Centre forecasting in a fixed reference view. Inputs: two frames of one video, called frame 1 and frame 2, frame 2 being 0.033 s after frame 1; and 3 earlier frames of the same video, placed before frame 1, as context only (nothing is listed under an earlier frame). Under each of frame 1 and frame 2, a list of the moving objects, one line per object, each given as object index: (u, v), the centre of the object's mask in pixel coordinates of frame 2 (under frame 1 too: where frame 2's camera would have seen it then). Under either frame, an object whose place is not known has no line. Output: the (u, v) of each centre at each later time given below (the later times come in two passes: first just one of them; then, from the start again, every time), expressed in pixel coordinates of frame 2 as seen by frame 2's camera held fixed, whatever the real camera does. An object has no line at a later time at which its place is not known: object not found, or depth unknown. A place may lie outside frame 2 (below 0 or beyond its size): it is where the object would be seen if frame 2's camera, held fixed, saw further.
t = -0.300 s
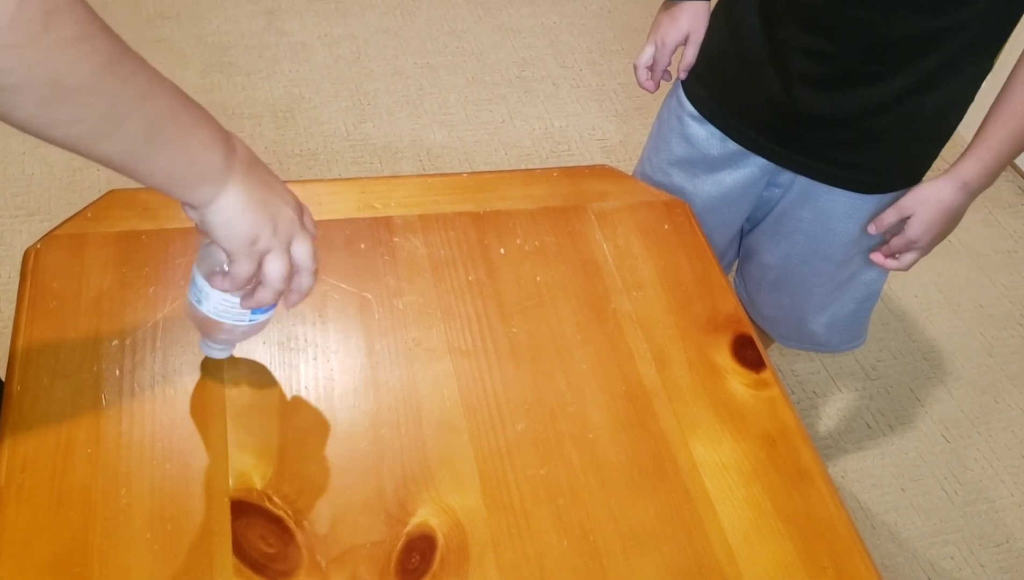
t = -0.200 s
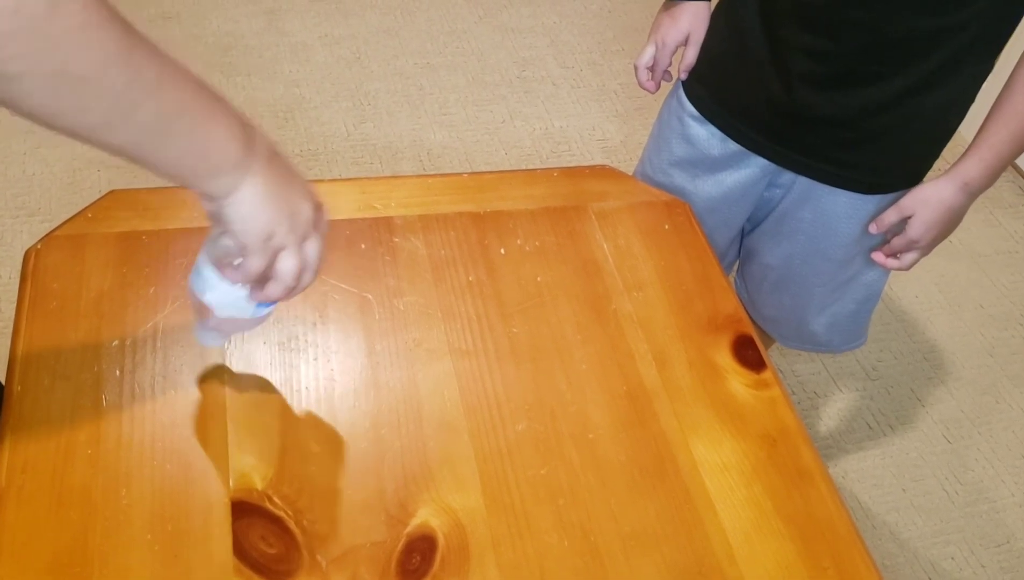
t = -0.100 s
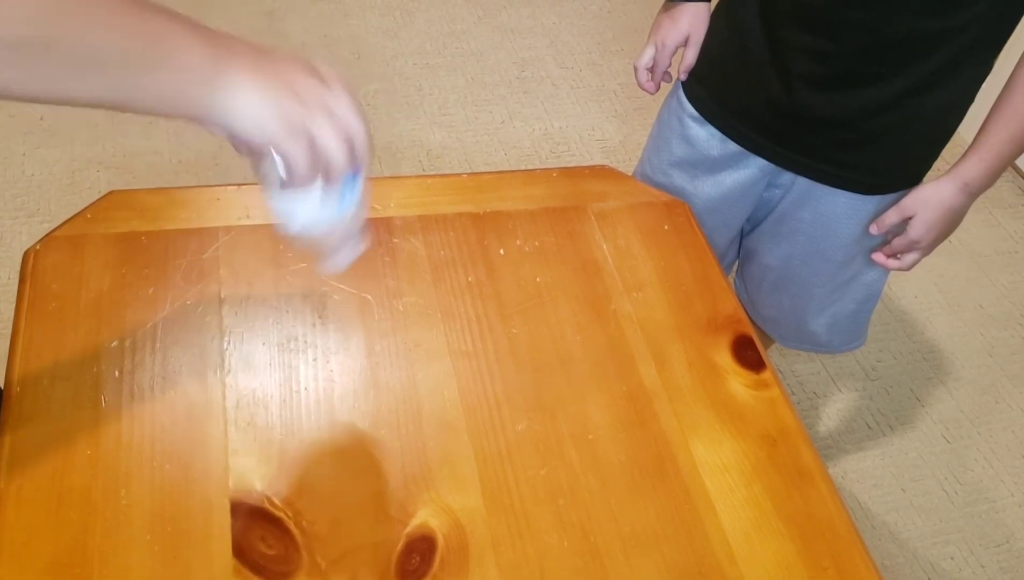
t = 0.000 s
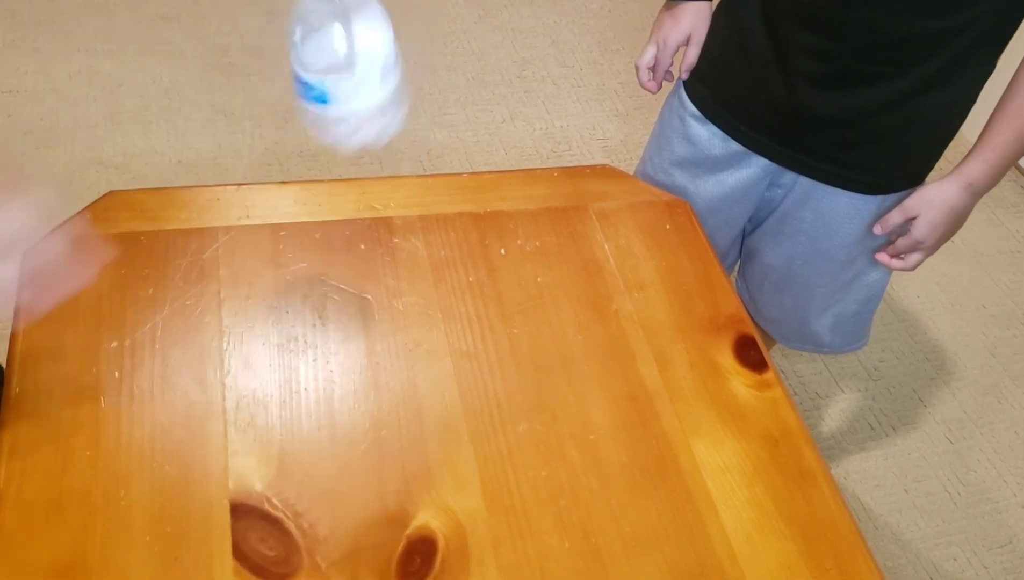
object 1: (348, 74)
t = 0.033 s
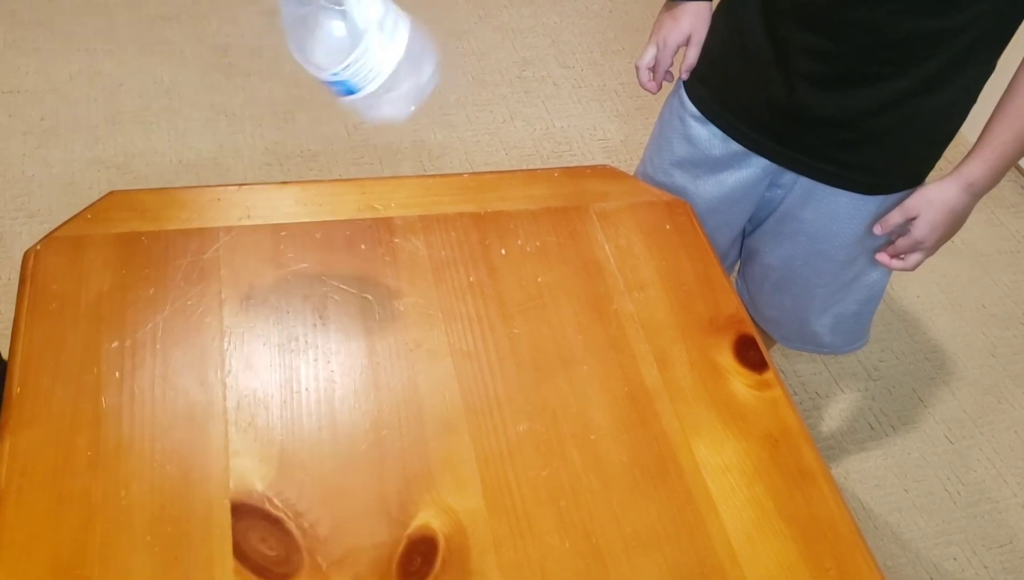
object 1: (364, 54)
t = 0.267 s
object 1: (412, 254)
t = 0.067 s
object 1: (365, 43)
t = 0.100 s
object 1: (367, 49)
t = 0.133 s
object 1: (378, 72)
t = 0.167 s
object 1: (392, 107)
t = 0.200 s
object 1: (403, 148)
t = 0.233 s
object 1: (408, 198)
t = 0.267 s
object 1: (412, 254)
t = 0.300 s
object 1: (407, 273)
